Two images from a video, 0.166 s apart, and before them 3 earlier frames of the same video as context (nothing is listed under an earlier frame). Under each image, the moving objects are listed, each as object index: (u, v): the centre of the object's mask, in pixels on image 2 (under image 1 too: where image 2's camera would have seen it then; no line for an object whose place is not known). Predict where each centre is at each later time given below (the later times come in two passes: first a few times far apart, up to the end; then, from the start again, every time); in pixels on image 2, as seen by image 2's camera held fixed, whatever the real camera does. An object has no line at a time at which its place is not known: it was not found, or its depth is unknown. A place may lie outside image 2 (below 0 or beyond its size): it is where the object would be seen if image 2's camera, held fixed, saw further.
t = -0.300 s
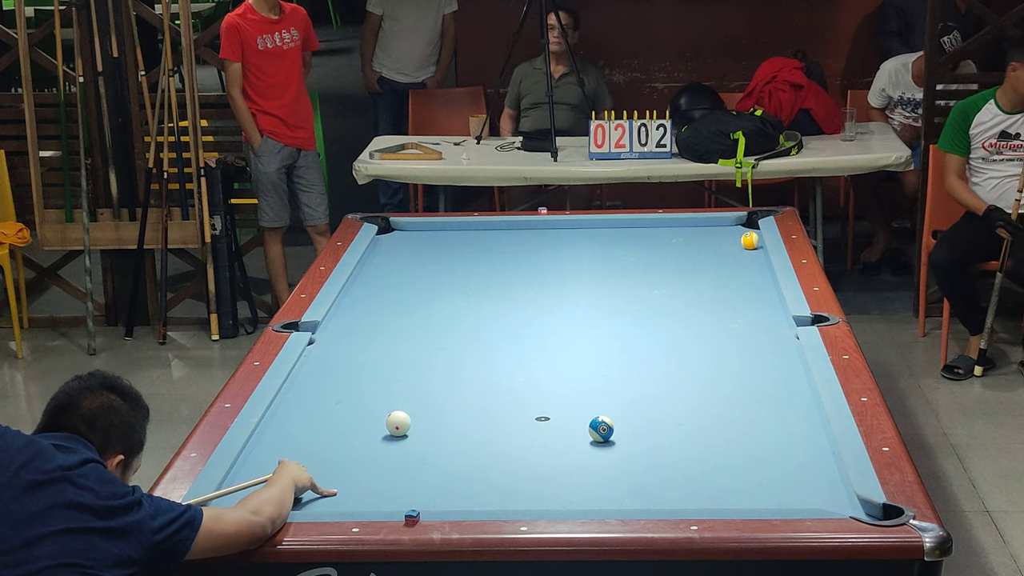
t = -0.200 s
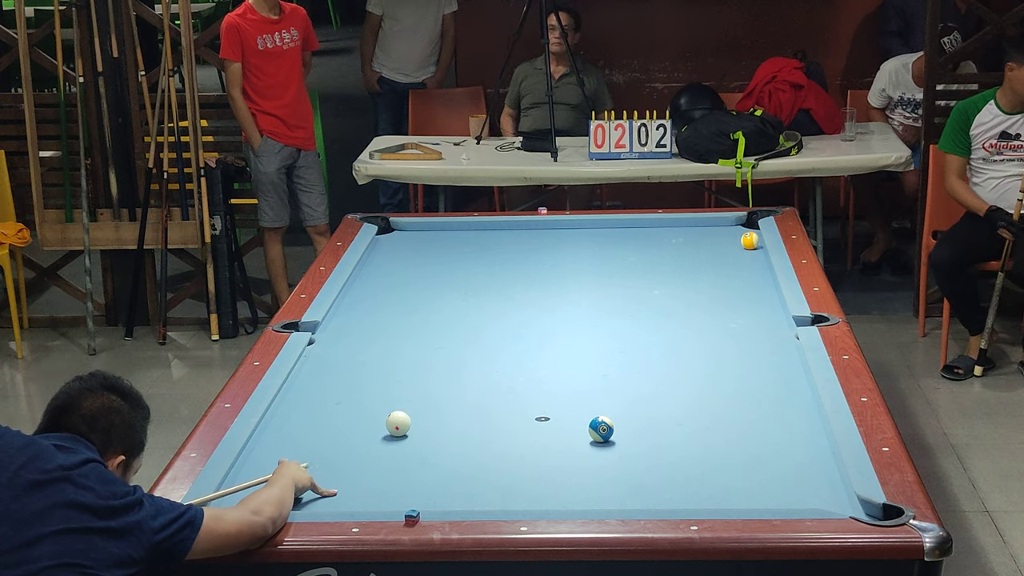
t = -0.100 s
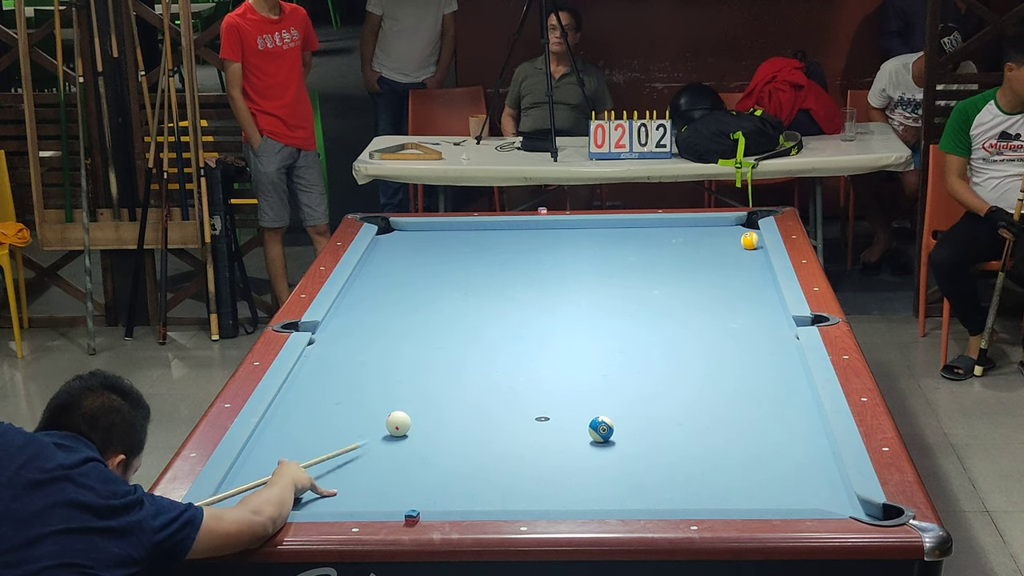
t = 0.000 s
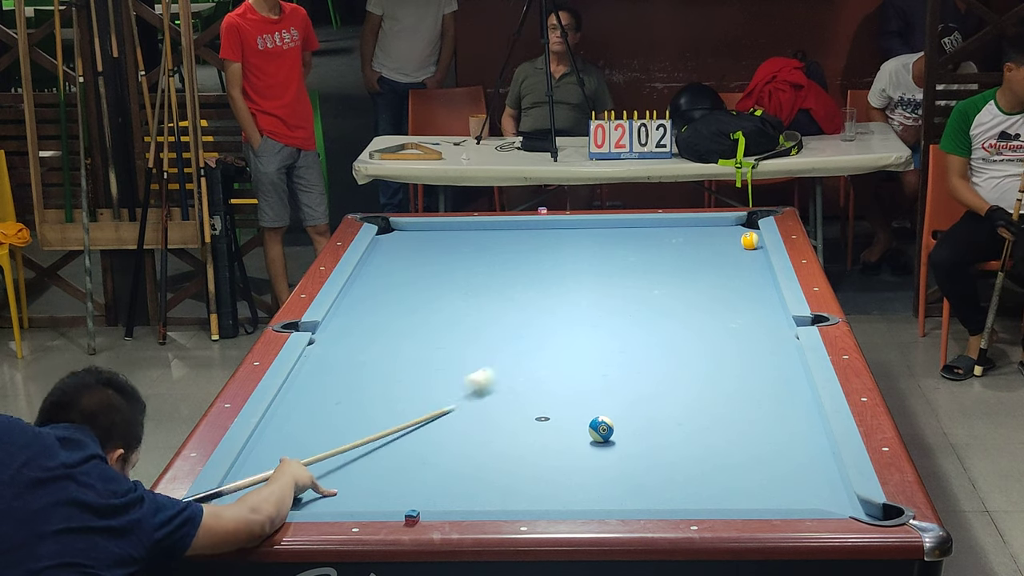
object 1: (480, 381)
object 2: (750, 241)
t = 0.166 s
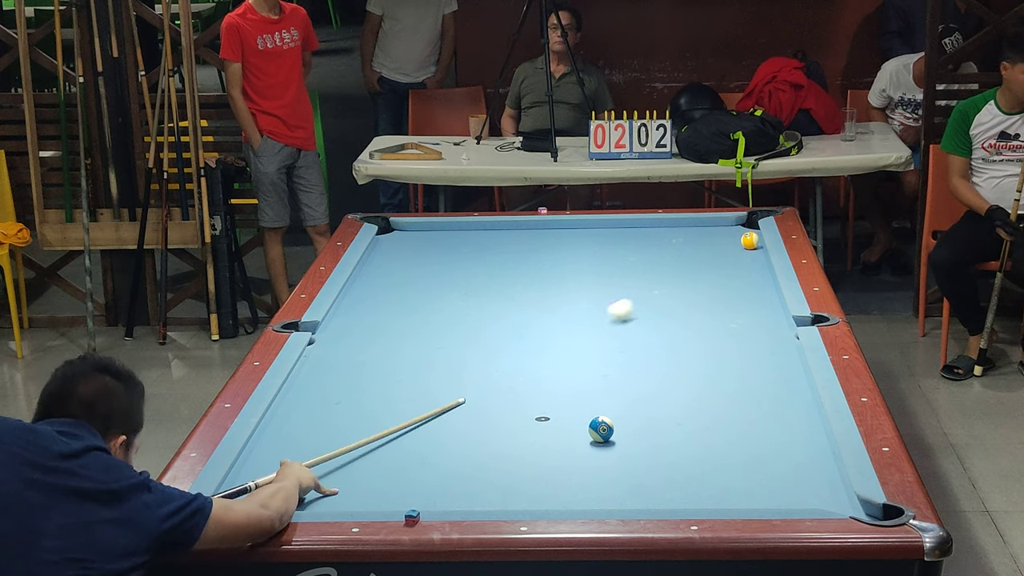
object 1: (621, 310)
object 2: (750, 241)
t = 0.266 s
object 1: (683, 279)
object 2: (750, 241)
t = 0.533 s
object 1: (729, 246)
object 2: (742, 220)
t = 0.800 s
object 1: (666, 251)
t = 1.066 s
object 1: (606, 257)
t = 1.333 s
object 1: (546, 261)
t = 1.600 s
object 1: (489, 266)
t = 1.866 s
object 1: (433, 271)
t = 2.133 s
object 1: (379, 275)
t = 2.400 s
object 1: (374, 278)
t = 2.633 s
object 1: (397, 280)
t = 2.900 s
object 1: (423, 281)
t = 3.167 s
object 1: (445, 283)
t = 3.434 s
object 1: (466, 284)
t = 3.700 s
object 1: (485, 286)
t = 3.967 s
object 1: (501, 287)
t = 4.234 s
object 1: (516, 288)
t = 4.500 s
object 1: (528, 289)
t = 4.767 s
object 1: (538, 289)
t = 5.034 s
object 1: (546, 289)
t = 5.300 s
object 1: (551, 290)
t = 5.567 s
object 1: (554, 289)
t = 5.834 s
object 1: (554, 289)
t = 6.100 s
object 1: (553, 289)
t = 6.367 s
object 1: (553, 289)
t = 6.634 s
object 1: (553, 289)
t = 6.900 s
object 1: (553, 289)
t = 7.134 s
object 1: (553, 289)
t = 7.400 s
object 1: (553, 289)
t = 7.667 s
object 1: (553, 289)
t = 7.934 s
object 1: (553, 289)
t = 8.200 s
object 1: (553, 289)
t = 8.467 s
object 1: (553, 289)
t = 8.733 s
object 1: (553, 289)
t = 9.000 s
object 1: (553, 289)
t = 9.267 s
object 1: (553, 289)
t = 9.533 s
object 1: (553, 289)
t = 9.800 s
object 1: (553, 289)
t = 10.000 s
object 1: (553, 289)
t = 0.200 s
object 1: (643, 298)
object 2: (750, 241)
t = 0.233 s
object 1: (663, 289)
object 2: (750, 241)
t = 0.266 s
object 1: (683, 279)
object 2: (750, 241)
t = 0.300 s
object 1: (701, 270)
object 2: (750, 241)
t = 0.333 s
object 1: (717, 262)
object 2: (750, 241)
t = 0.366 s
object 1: (733, 254)
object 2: (750, 241)
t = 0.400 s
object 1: (747, 248)
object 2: (750, 236)
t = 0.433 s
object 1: (755, 245)
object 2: (747, 234)
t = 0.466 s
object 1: (745, 245)
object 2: (746, 229)
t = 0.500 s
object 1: (736, 246)
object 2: (744, 225)
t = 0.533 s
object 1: (729, 246)
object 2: (742, 220)
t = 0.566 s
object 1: (721, 247)
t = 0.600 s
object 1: (713, 248)
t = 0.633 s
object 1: (705, 248)
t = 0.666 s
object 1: (697, 249)
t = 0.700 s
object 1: (690, 250)
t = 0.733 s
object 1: (682, 250)
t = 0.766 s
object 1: (674, 251)
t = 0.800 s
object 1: (666, 251)
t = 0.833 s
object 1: (659, 252)
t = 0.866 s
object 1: (651, 253)
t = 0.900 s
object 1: (643, 253)
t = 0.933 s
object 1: (636, 254)
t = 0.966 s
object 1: (629, 255)
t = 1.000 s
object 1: (621, 255)
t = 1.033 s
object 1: (613, 256)
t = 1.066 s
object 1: (606, 257)
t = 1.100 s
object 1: (598, 257)
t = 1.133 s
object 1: (591, 258)
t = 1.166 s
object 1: (583, 258)
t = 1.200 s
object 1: (576, 259)
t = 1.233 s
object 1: (568, 260)
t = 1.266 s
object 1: (561, 260)
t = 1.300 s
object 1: (553, 261)
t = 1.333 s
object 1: (546, 261)
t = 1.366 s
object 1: (539, 262)
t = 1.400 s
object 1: (532, 263)
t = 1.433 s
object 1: (525, 263)
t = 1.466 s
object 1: (517, 264)
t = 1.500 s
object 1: (510, 264)
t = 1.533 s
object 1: (503, 265)
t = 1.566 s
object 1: (496, 266)
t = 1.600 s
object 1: (489, 266)
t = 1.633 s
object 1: (482, 267)
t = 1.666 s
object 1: (475, 267)
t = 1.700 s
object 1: (468, 268)
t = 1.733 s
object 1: (460, 268)
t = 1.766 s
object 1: (454, 269)
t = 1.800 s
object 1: (447, 270)
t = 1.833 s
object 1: (440, 270)
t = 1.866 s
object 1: (433, 271)
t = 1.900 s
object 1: (426, 271)
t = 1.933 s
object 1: (419, 272)
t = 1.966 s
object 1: (412, 273)
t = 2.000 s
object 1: (406, 273)
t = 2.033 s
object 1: (399, 274)
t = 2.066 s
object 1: (393, 274)
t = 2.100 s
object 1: (386, 275)
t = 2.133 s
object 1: (379, 275)
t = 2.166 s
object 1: (372, 276)
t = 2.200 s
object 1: (365, 276)
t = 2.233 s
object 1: (359, 277)
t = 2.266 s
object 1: (360, 278)
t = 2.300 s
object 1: (363, 277)
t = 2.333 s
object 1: (367, 278)
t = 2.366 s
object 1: (370, 278)
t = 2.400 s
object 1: (374, 278)
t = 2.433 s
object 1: (377, 279)
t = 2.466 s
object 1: (381, 279)
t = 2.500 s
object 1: (384, 279)
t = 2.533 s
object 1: (388, 279)
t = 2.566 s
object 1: (391, 279)
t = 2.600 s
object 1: (394, 280)
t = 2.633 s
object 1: (397, 280)
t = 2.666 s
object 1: (400, 280)
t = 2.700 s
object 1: (404, 280)
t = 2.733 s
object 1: (407, 281)
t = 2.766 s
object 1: (410, 280)
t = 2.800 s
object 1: (413, 280)
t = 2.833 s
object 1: (416, 281)
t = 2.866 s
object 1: (419, 281)
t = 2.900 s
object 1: (423, 281)
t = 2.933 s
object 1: (425, 282)
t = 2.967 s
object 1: (428, 282)
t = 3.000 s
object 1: (431, 282)
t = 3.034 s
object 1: (434, 282)
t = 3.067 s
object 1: (437, 282)
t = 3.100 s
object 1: (439, 283)
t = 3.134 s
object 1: (442, 283)
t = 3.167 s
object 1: (445, 283)
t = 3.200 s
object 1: (448, 283)
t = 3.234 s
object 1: (450, 283)
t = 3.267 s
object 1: (453, 284)
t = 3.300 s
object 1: (456, 284)
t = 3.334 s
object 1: (458, 284)
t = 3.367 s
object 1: (461, 284)
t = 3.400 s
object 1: (463, 284)
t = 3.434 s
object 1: (466, 284)
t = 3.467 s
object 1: (468, 285)
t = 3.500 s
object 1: (471, 285)
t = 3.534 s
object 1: (473, 285)
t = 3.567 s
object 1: (476, 285)
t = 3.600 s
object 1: (478, 285)
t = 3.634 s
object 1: (481, 286)
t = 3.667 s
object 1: (482, 286)
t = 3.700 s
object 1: (485, 286)
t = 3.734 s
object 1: (487, 286)
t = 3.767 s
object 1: (489, 286)
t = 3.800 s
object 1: (491, 286)
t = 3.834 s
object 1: (493, 287)
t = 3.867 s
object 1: (495, 287)
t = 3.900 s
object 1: (498, 287)
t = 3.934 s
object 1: (499, 287)
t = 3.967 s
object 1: (501, 287)
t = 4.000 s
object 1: (503, 287)
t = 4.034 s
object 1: (505, 287)
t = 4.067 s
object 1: (507, 288)
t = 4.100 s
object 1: (509, 288)
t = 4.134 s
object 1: (511, 288)
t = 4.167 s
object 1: (513, 288)
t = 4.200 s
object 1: (514, 288)
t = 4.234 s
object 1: (516, 288)
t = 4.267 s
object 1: (518, 288)
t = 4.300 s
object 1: (519, 288)
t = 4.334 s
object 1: (521, 288)
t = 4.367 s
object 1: (523, 288)
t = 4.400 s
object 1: (524, 289)
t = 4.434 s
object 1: (525, 289)
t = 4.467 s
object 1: (527, 289)
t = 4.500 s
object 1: (528, 289)
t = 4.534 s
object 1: (529, 289)
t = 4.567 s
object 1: (531, 289)
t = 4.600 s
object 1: (532, 289)
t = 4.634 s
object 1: (534, 289)
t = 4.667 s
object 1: (535, 289)
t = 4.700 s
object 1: (536, 289)
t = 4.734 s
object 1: (537, 289)
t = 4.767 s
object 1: (538, 289)
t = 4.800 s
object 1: (539, 289)
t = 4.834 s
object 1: (541, 289)
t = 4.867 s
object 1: (541, 289)
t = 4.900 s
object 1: (542, 289)
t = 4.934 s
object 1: (543, 289)
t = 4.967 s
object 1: (544, 289)
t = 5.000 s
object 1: (545, 289)
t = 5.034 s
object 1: (546, 289)
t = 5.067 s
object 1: (547, 289)
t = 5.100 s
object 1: (547, 290)
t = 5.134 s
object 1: (548, 289)
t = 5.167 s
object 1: (549, 290)
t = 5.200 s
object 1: (549, 290)
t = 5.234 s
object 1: (550, 289)
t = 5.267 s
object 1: (550, 290)
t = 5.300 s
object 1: (551, 290)
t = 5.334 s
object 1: (551, 290)
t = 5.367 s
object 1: (552, 289)
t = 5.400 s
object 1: (552, 290)
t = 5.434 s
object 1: (553, 289)
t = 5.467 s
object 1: (553, 289)
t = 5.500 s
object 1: (553, 290)
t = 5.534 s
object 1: (553, 290)
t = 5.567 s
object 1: (554, 289)
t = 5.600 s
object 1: (554, 289)
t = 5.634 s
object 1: (554, 290)
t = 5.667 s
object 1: (554, 289)
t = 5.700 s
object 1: (554, 289)
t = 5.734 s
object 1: (554, 289)
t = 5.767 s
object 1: (554, 289)
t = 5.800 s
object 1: (553, 289)
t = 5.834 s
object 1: (554, 289)
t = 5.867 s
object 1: (554, 289)
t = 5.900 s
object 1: (553, 289)
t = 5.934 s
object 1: (553, 289)
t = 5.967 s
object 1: (553, 289)
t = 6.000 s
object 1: (553, 289)
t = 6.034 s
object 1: (553, 289)
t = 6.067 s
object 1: (553, 289)
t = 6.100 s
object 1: (553, 289)
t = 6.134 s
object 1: (553, 289)
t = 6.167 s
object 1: (553, 289)
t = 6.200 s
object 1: (553, 289)
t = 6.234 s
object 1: (553, 289)
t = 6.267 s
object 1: (553, 289)
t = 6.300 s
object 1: (553, 289)
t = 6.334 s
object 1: (553, 289)
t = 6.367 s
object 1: (553, 289)
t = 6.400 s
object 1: (553, 289)
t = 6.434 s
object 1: (553, 289)
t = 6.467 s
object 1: (553, 289)
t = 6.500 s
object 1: (553, 289)
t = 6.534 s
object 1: (553, 289)
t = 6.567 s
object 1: (553, 289)
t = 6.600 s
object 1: (553, 289)
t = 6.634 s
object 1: (553, 289)
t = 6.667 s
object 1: (553, 289)
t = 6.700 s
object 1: (553, 289)
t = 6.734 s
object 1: (553, 289)
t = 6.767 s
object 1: (553, 289)
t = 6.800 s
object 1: (553, 289)
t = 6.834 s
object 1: (553, 289)
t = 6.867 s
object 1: (553, 289)
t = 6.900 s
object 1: (553, 289)
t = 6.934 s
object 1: (553, 289)
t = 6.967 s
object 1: (553, 289)
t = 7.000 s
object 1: (553, 289)
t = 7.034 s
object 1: (553, 289)
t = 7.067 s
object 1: (553, 289)
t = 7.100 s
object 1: (553, 289)
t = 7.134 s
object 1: (553, 289)
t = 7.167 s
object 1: (553, 289)
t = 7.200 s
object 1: (553, 289)
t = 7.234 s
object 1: (553, 289)
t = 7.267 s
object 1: (553, 289)
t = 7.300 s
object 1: (553, 289)
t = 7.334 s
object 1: (553, 289)
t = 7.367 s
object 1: (553, 289)
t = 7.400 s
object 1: (553, 289)
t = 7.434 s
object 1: (553, 289)
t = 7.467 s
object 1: (553, 289)
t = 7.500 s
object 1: (553, 289)
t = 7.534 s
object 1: (553, 289)
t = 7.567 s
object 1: (553, 289)
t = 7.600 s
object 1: (553, 289)
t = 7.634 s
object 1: (553, 289)
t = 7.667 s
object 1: (553, 289)
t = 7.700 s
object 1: (553, 289)
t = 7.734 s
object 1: (553, 289)
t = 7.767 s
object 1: (553, 289)
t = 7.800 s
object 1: (553, 289)
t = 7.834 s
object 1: (553, 289)
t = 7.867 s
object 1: (553, 289)
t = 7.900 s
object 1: (553, 289)
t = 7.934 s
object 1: (553, 289)
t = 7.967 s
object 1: (553, 289)
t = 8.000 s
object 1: (553, 289)
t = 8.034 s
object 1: (553, 289)
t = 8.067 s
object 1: (553, 289)
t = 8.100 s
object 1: (553, 289)
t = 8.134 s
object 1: (553, 289)
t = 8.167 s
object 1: (553, 289)
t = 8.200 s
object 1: (553, 289)
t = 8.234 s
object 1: (553, 289)
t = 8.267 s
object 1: (553, 289)
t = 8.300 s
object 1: (553, 289)
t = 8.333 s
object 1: (553, 289)
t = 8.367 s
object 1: (553, 289)
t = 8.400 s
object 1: (553, 289)
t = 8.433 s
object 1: (553, 289)
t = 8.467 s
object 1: (553, 289)
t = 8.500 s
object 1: (553, 289)
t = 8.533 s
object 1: (553, 289)
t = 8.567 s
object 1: (553, 289)
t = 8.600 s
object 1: (553, 289)
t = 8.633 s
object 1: (553, 289)
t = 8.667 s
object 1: (553, 289)
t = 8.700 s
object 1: (553, 289)
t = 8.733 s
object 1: (553, 289)
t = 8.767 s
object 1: (553, 289)
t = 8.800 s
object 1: (553, 289)
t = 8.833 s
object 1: (553, 289)
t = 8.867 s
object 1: (553, 289)
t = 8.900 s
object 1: (553, 289)
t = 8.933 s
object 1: (553, 289)
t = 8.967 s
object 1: (553, 289)
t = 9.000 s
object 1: (553, 289)
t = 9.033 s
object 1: (553, 289)
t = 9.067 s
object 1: (553, 289)
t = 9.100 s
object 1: (553, 289)
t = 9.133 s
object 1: (553, 289)
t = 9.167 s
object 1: (553, 289)
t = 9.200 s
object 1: (553, 289)
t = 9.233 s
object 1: (553, 289)
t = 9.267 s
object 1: (553, 289)
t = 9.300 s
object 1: (553, 289)
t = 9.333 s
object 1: (553, 289)
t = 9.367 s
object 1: (553, 289)
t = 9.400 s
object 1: (553, 289)
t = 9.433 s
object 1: (553, 289)
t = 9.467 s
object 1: (553, 289)
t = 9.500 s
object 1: (553, 289)
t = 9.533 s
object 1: (553, 289)
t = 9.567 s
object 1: (553, 289)
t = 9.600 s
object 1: (553, 289)
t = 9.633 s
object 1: (553, 289)
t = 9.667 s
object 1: (553, 289)
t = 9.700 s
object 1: (553, 289)
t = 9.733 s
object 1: (553, 289)
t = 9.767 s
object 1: (553, 289)
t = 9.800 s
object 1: (553, 289)
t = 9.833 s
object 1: (553, 289)
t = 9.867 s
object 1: (553, 289)
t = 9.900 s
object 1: (553, 289)
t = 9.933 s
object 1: (553, 289)
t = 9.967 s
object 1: (553, 289)
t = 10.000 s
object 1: (553, 289)
